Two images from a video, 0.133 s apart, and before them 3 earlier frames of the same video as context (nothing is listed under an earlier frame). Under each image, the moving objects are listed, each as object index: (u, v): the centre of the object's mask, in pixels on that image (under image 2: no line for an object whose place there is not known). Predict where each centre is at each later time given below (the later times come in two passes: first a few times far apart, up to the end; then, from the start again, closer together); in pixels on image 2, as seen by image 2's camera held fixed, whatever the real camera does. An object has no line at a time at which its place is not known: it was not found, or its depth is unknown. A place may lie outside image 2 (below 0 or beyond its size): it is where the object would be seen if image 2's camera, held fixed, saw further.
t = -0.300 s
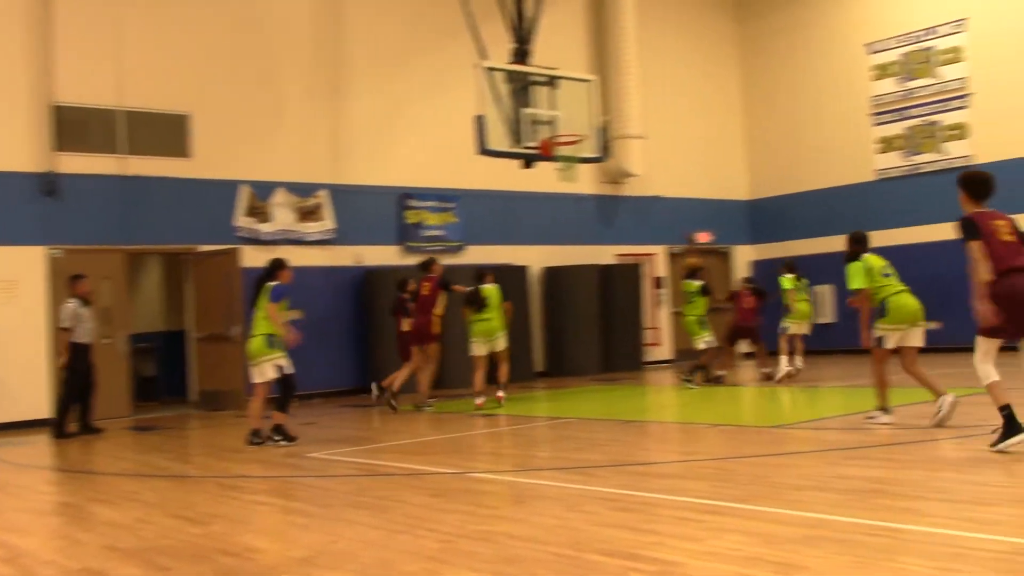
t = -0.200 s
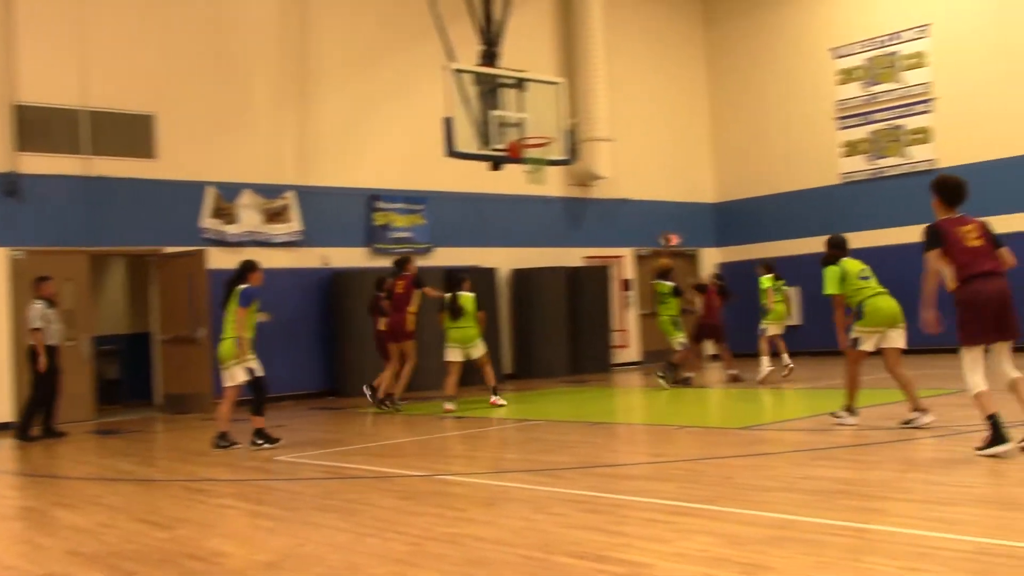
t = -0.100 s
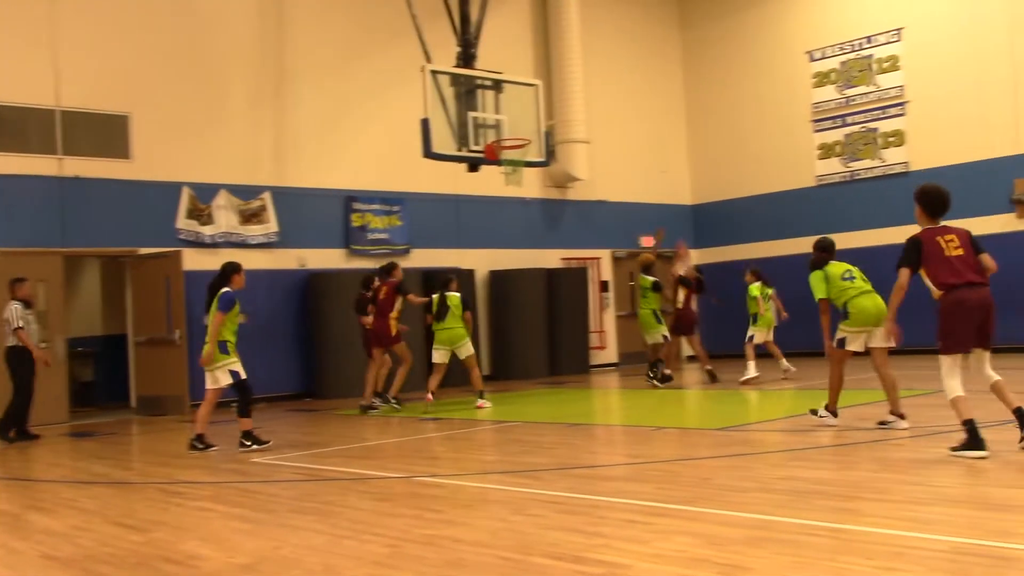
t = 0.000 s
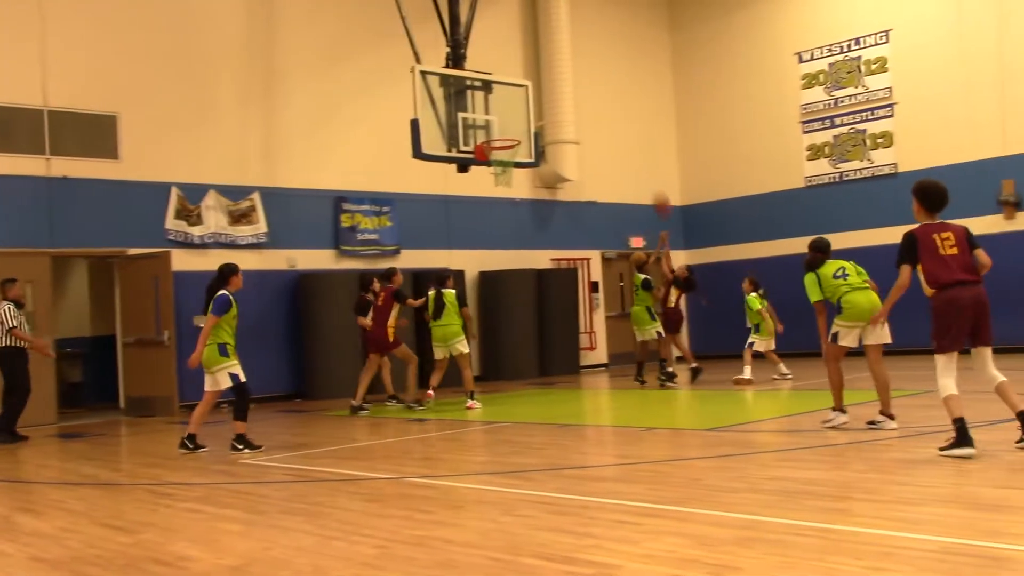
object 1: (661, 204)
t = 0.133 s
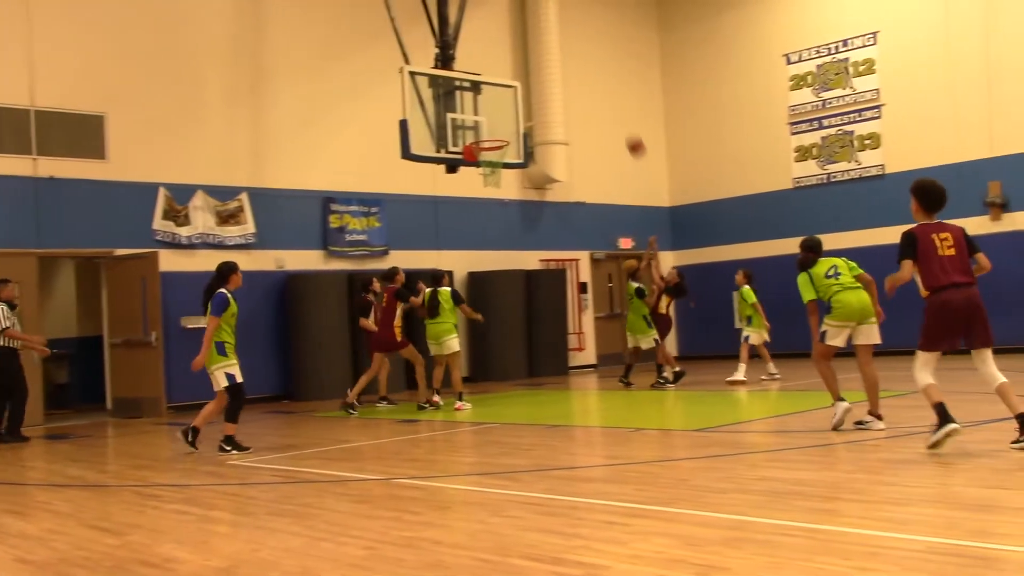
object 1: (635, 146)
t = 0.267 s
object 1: (619, 98)
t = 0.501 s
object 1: (591, 45)
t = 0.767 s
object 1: (566, 32)
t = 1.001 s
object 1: (547, 69)
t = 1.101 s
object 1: (539, 100)
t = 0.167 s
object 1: (631, 133)
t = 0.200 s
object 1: (627, 120)
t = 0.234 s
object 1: (623, 109)
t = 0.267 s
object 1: (619, 98)
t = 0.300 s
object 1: (614, 88)
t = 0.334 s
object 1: (610, 79)
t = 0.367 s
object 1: (607, 71)
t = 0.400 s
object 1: (602, 64)
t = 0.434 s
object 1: (599, 57)
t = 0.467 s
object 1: (594, 51)
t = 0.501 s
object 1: (591, 45)
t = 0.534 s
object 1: (588, 41)
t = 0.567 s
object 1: (584, 37)
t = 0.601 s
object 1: (581, 34)
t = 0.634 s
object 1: (578, 32)
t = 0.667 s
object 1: (575, 31)
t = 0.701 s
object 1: (572, 31)
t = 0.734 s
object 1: (569, 31)
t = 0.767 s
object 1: (566, 32)
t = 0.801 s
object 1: (564, 34)
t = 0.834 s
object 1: (561, 38)
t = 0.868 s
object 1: (558, 42)
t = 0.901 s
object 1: (555, 47)
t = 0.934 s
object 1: (553, 54)
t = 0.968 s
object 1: (550, 61)
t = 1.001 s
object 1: (547, 69)
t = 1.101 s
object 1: (539, 100)
